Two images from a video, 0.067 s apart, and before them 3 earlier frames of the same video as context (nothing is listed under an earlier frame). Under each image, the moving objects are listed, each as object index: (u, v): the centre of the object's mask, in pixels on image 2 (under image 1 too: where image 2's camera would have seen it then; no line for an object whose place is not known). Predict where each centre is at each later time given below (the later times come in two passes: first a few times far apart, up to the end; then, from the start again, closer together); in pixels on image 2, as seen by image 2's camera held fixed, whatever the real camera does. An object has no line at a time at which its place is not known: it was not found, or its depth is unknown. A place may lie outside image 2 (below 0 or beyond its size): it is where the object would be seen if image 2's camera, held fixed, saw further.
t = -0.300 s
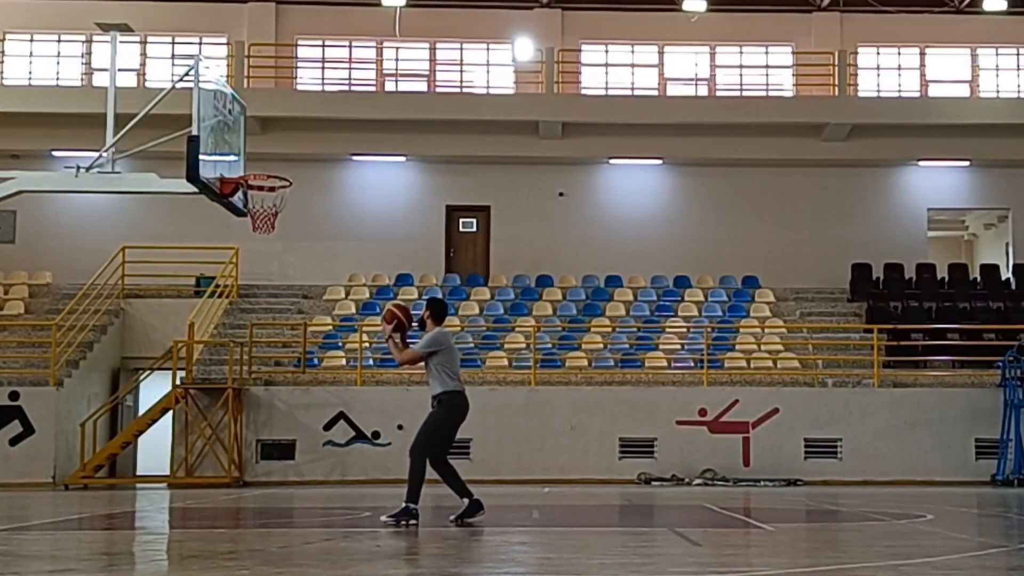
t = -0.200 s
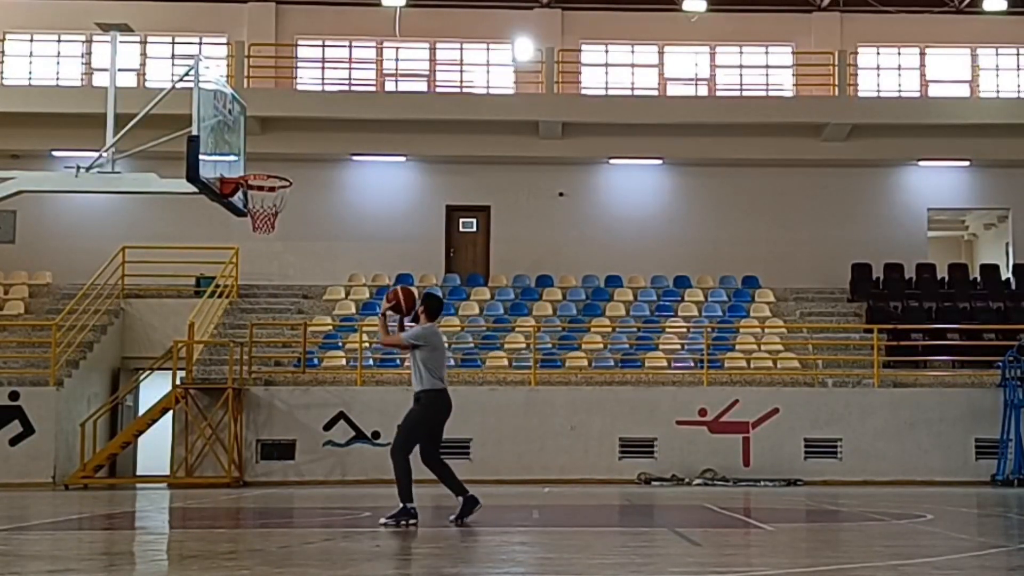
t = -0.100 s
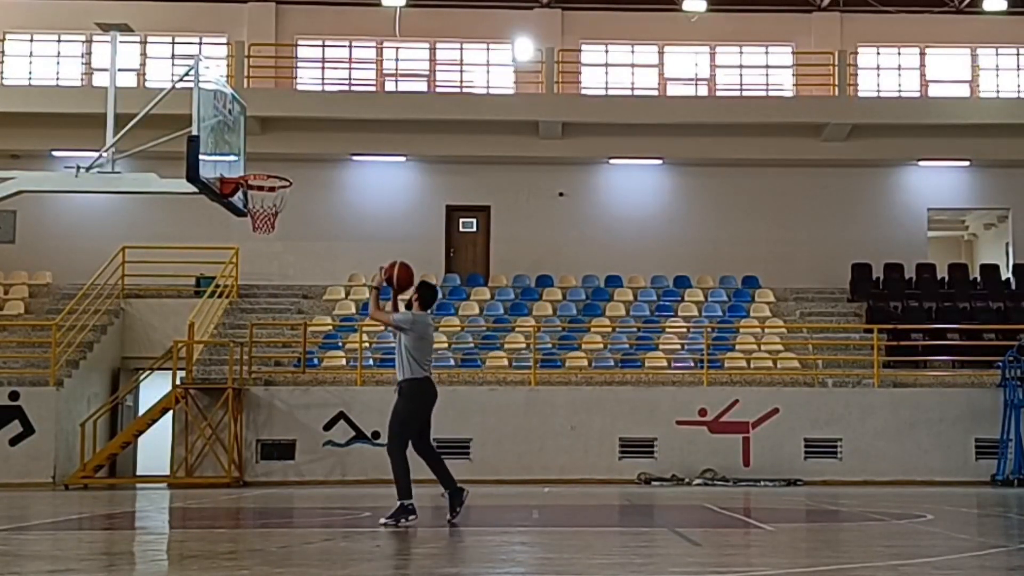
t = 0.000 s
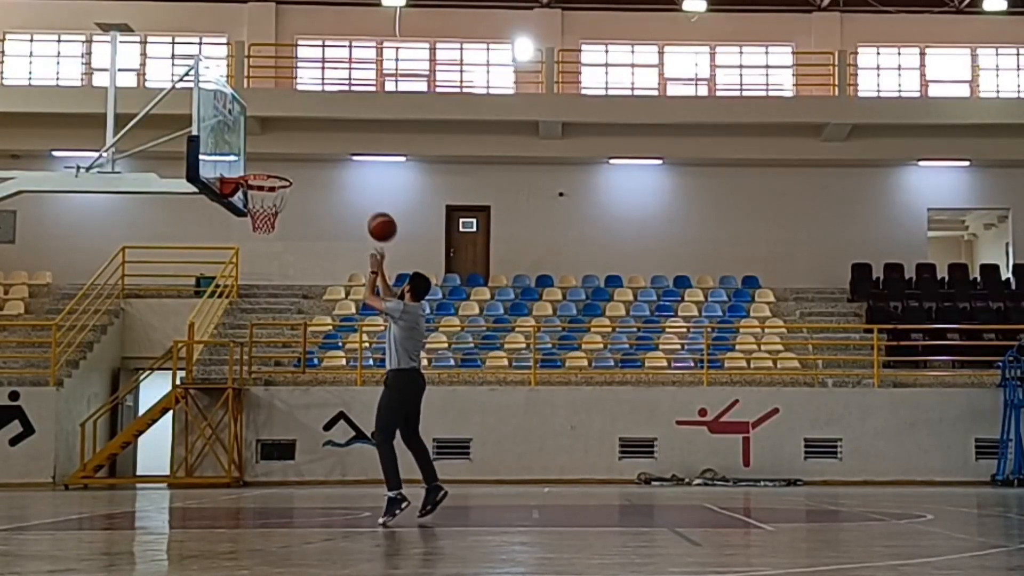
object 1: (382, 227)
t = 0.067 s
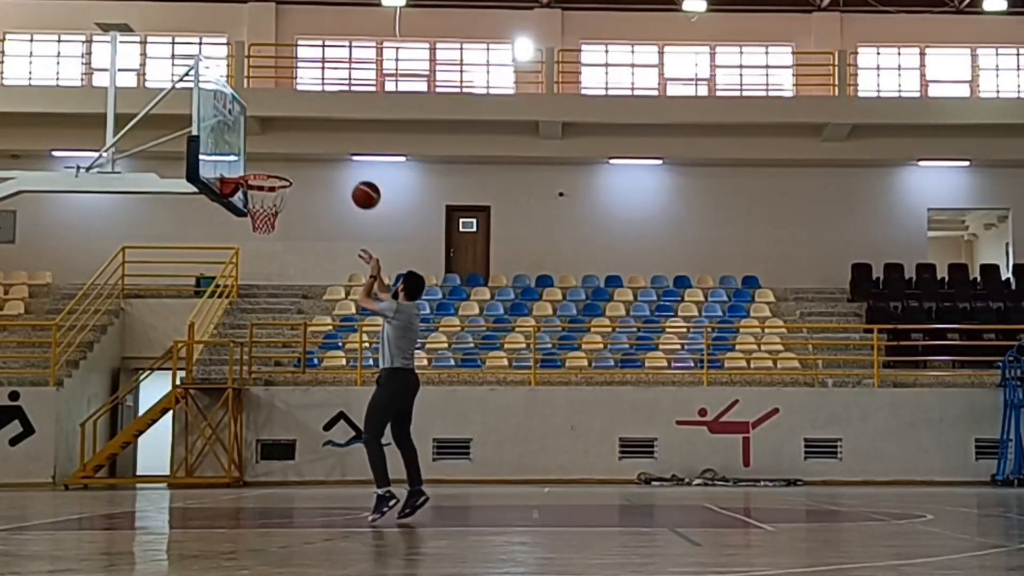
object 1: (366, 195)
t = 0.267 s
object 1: (320, 134)
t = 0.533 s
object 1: (262, 127)
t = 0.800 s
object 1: (270, 177)
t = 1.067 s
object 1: (254, 169)
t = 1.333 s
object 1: (273, 191)
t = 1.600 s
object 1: (248, 224)
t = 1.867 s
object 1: (221, 310)
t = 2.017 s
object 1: (203, 392)
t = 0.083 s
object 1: (362, 188)
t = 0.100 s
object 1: (358, 181)
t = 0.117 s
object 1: (354, 175)
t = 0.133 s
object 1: (350, 169)
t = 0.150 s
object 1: (347, 164)
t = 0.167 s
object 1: (343, 158)
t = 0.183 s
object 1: (339, 153)
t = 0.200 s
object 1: (335, 149)
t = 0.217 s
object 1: (331, 145)
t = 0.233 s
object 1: (328, 141)
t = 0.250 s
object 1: (324, 138)
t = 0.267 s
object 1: (320, 134)
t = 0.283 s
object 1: (316, 131)
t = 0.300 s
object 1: (312, 129)
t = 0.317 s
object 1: (309, 127)
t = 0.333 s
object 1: (305, 125)
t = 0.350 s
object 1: (301, 123)
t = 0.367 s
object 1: (298, 122)
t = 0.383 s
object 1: (294, 121)
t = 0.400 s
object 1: (291, 121)
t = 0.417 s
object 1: (287, 120)
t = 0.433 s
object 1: (284, 120)
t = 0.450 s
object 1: (279, 121)
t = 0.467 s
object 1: (276, 121)
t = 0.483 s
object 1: (273, 122)
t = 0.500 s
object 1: (269, 124)
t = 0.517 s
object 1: (266, 125)
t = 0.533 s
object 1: (262, 127)
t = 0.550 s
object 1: (259, 129)
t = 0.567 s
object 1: (256, 131)
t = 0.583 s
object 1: (252, 134)
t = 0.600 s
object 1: (249, 137)
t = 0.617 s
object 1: (246, 141)
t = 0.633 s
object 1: (242, 144)
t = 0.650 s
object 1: (239, 148)
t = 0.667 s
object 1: (235, 152)
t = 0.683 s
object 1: (237, 156)
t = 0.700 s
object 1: (241, 159)
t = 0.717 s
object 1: (244, 164)
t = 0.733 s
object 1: (248, 166)
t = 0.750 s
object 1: (251, 168)
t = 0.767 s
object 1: (258, 169)
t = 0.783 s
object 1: (264, 170)
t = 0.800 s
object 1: (270, 177)
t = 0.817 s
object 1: (271, 171)
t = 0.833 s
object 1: (275, 172)
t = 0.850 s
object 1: (275, 172)
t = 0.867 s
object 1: (277, 173)
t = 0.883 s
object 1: (278, 174)
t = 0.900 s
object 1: (276, 173)
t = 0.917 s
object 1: (273, 172)
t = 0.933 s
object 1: (270, 171)
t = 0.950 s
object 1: (269, 171)
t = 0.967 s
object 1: (263, 170)
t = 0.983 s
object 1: (259, 169)
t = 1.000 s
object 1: (257, 169)
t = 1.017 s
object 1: (255, 168)
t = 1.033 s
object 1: (254, 168)
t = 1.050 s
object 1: (254, 169)
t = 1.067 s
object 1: (254, 169)
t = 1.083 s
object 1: (254, 170)
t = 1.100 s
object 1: (257, 170)
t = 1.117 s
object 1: (259, 171)
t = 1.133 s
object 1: (262, 171)
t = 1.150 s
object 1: (266, 172)
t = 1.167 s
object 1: (270, 173)
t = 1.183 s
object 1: (273, 174)
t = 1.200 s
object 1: (275, 174)
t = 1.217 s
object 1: (277, 175)
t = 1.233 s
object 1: (277, 175)
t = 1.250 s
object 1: (277, 176)
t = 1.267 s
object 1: (277, 176)
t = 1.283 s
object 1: (279, 178)
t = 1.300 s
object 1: (275, 188)
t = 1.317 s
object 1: (274, 190)
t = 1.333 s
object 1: (273, 191)
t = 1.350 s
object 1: (272, 193)
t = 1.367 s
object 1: (272, 196)
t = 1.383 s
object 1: (270, 198)
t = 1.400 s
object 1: (268, 200)
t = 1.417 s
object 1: (266, 200)
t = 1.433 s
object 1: (265, 202)
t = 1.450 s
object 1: (264, 203)
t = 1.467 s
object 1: (262, 205)
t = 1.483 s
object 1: (259, 210)
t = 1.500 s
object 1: (259, 211)
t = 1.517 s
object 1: (257, 212)
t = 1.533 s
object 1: (255, 213)
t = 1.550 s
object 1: (252, 214)
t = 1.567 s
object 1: (251, 218)
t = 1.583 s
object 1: (250, 221)
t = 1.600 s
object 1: (248, 224)
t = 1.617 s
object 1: (246, 227)
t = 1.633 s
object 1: (244, 231)
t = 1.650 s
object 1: (243, 235)
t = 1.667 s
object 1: (241, 240)
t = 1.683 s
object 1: (240, 244)
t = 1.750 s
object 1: (234, 260)
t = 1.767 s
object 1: (232, 266)
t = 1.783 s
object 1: (230, 273)
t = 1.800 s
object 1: (228, 279)
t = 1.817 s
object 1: (226, 287)
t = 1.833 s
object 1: (225, 293)
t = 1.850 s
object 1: (223, 301)
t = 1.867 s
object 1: (221, 310)
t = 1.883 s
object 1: (219, 317)
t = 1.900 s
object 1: (217, 326)
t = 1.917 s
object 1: (215, 335)
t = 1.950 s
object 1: (211, 353)
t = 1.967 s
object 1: (209, 362)
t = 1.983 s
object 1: (208, 372)
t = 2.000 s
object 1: (206, 381)
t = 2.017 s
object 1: (203, 392)
